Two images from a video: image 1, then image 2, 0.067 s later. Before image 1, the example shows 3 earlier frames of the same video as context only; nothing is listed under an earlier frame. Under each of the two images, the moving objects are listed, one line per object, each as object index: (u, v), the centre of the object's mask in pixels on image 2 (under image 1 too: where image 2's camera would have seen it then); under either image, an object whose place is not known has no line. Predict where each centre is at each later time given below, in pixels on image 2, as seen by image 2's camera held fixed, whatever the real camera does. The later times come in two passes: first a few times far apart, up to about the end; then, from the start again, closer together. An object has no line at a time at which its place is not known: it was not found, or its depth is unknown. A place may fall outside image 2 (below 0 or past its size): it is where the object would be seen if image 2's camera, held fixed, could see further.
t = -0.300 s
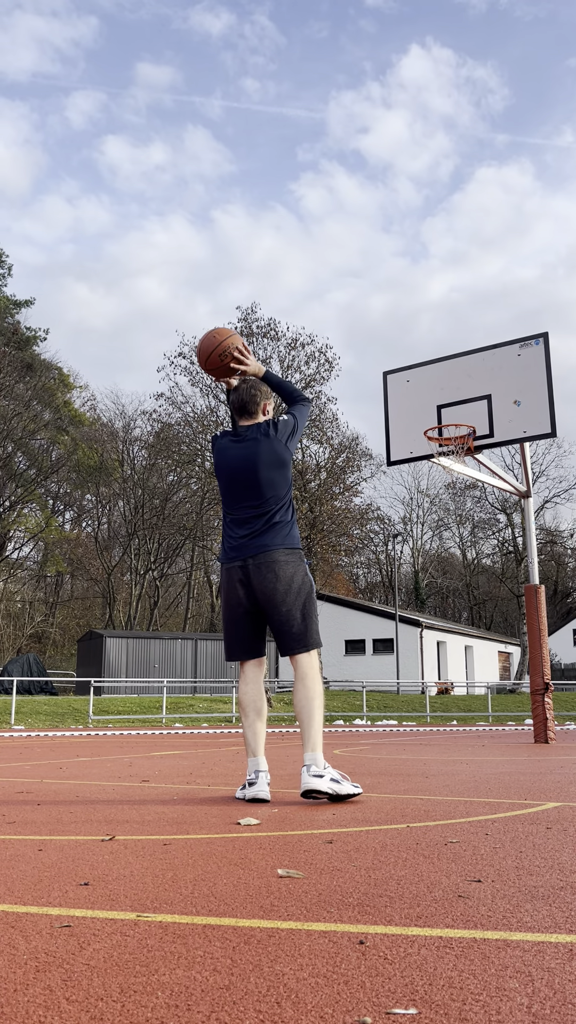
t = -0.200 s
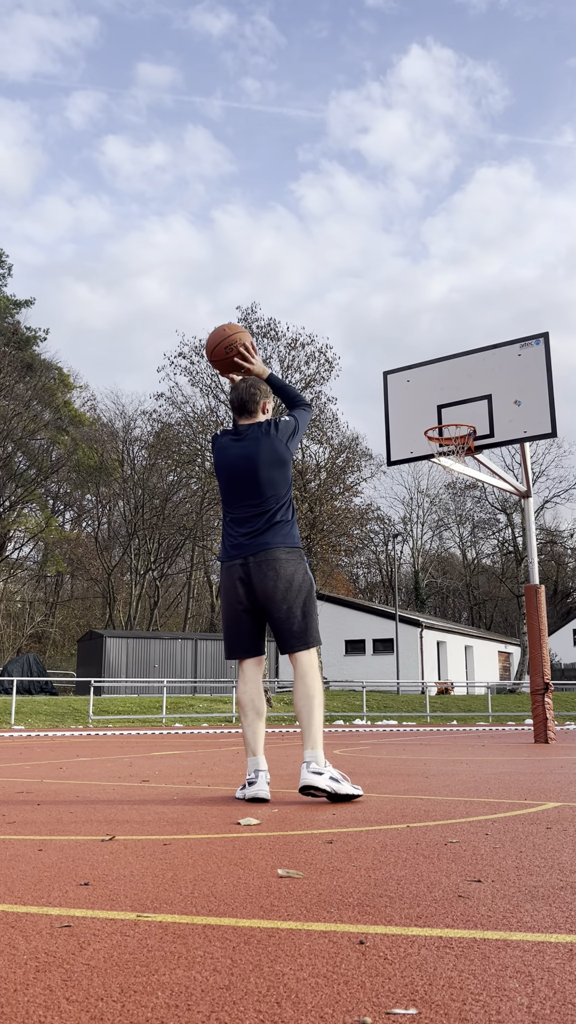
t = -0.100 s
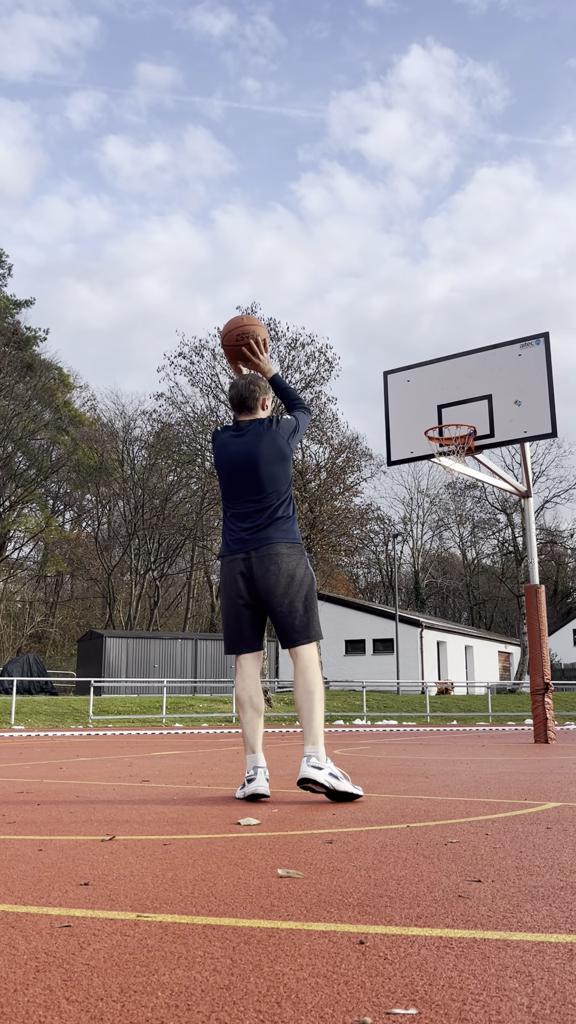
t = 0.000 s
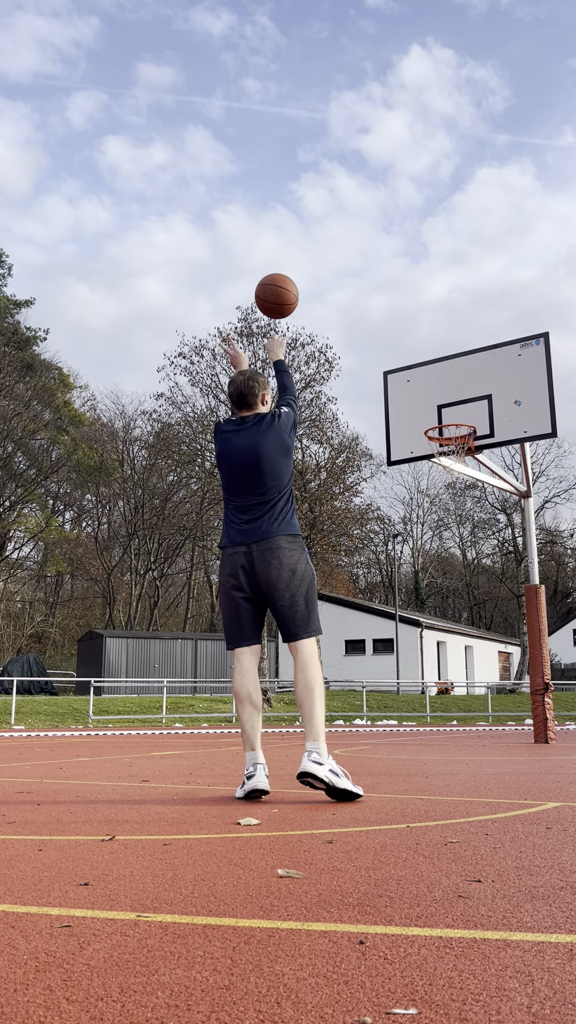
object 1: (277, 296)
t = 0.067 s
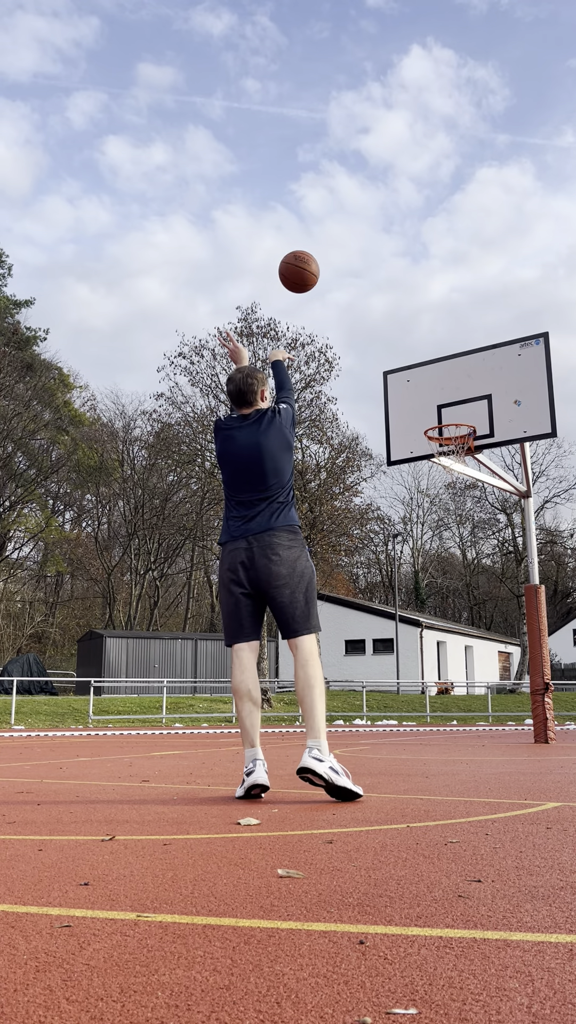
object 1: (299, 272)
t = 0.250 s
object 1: (348, 250)
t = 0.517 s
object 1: (399, 293)
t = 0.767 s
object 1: (434, 385)
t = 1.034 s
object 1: (446, 444)
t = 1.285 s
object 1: (444, 451)
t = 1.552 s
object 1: (466, 496)
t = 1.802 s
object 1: (491, 593)
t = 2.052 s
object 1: (517, 729)
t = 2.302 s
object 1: (525, 633)
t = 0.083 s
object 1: (304, 267)
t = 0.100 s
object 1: (309, 263)
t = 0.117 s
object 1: (314, 260)
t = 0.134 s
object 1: (318, 257)
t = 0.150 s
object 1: (323, 255)
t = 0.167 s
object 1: (327, 253)
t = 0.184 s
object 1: (332, 252)
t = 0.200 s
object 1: (336, 251)
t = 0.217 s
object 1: (340, 250)
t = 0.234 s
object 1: (344, 250)
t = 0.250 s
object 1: (348, 250)
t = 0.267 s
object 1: (351, 250)
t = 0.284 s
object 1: (355, 251)
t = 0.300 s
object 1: (359, 253)
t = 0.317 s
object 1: (362, 254)
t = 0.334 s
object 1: (366, 256)
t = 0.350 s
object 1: (369, 258)
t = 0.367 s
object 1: (372, 260)
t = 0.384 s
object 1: (376, 263)
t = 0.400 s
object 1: (379, 266)
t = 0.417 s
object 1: (382, 269)
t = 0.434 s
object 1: (385, 272)
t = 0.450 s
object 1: (388, 276)
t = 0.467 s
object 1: (391, 280)
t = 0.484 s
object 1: (393, 284)
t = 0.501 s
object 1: (396, 288)
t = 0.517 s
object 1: (399, 293)
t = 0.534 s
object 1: (401, 298)
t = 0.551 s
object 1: (404, 303)
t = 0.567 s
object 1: (407, 308)
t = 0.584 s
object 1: (409, 313)
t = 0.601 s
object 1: (412, 319)
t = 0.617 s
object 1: (414, 325)
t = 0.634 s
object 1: (416, 331)
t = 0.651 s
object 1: (419, 337)
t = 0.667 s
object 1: (421, 343)
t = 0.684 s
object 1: (423, 350)
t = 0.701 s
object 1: (426, 357)
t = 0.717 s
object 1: (428, 363)
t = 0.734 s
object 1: (430, 370)
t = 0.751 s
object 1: (432, 378)
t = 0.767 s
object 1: (434, 385)
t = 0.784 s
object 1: (436, 392)
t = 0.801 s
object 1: (439, 400)
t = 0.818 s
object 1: (440, 408)
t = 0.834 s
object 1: (442, 415)
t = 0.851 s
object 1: (445, 418)
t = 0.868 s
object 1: (446, 423)
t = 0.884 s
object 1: (448, 428)
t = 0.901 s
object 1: (449, 432)
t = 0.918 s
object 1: (451, 436)
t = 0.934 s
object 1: (451, 436)
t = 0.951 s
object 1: (450, 437)
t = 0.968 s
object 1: (449, 438)
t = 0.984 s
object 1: (448, 440)
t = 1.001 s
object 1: (447, 441)
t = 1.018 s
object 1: (447, 444)
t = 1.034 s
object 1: (446, 444)
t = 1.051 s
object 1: (446, 444)
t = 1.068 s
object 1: (445, 444)
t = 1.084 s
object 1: (445, 443)
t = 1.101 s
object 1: (445, 442)
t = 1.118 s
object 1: (444, 441)
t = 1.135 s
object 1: (443, 441)
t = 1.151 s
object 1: (443, 441)
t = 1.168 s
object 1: (443, 442)
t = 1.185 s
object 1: (443, 443)
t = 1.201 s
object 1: (443, 444)
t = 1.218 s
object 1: (443, 445)
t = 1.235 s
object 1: (443, 446)
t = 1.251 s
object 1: (444, 448)
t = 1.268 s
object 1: (444, 449)
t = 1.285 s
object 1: (444, 451)
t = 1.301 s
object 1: (445, 453)
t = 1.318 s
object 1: (446, 455)
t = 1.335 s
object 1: (446, 457)
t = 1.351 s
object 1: (447, 459)
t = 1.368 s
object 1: (449, 460)
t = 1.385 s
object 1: (450, 463)
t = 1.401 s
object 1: (452, 465)
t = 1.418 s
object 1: (453, 469)
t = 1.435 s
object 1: (455, 472)
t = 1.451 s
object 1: (456, 474)
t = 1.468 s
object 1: (458, 477)
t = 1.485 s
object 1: (459, 480)
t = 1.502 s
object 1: (461, 484)
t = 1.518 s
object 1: (463, 487)
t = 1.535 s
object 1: (464, 492)
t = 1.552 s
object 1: (466, 496)
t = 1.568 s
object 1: (467, 500)
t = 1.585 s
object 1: (469, 505)
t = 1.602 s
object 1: (470, 511)
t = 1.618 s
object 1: (472, 516)
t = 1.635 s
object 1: (474, 521)
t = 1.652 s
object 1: (476, 527)
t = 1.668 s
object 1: (477, 533)
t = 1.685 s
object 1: (479, 540)
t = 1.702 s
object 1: (481, 547)
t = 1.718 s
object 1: (482, 554)
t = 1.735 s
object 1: (484, 561)
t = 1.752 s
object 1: (486, 568)
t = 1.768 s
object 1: (487, 576)
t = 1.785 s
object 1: (489, 584)
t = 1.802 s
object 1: (491, 593)
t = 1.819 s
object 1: (493, 601)
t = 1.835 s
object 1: (494, 610)
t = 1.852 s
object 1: (496, 619)
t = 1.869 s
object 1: (498, 628)
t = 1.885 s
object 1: (500, 638)
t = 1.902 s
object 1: (501, 648)
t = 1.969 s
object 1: (509, 691)
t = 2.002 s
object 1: (512, 714)
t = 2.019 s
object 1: (514, 726)
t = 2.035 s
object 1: (516, 737)
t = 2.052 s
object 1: (517, 729)
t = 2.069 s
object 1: (517, 720)
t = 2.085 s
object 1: (518, 712)
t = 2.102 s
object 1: (518, 704)
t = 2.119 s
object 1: (519, 696)
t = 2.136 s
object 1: (519, 689)
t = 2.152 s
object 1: (520, 682)
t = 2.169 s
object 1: (520, 675)
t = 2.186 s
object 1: (521, 669)
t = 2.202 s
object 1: (522, 663)
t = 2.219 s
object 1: (522, 657)
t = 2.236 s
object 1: (523, 652)
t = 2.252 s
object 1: (524, 647)
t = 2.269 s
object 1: (524, 642)
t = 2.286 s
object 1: (525, 637)
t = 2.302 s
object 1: (525, 633)
